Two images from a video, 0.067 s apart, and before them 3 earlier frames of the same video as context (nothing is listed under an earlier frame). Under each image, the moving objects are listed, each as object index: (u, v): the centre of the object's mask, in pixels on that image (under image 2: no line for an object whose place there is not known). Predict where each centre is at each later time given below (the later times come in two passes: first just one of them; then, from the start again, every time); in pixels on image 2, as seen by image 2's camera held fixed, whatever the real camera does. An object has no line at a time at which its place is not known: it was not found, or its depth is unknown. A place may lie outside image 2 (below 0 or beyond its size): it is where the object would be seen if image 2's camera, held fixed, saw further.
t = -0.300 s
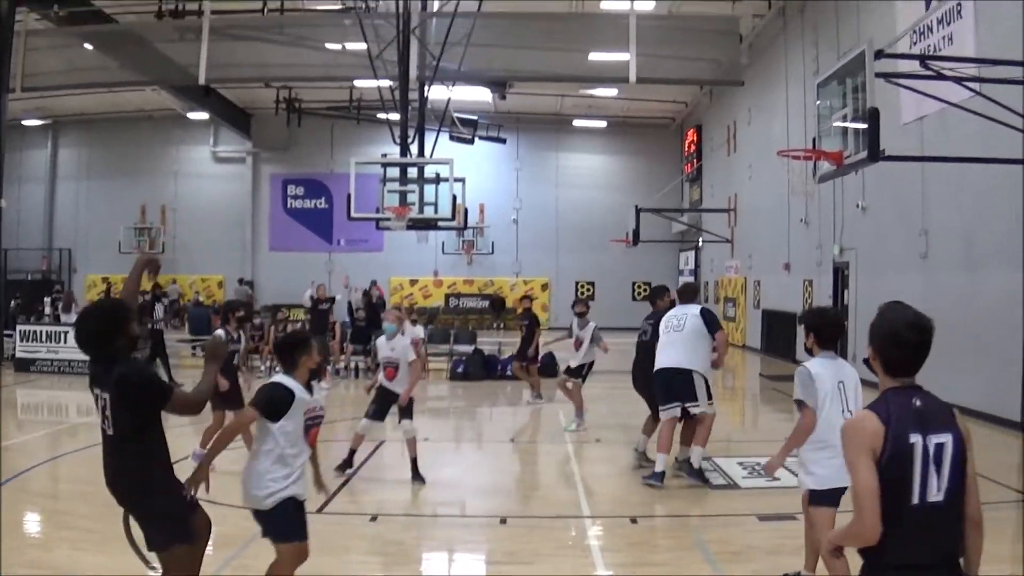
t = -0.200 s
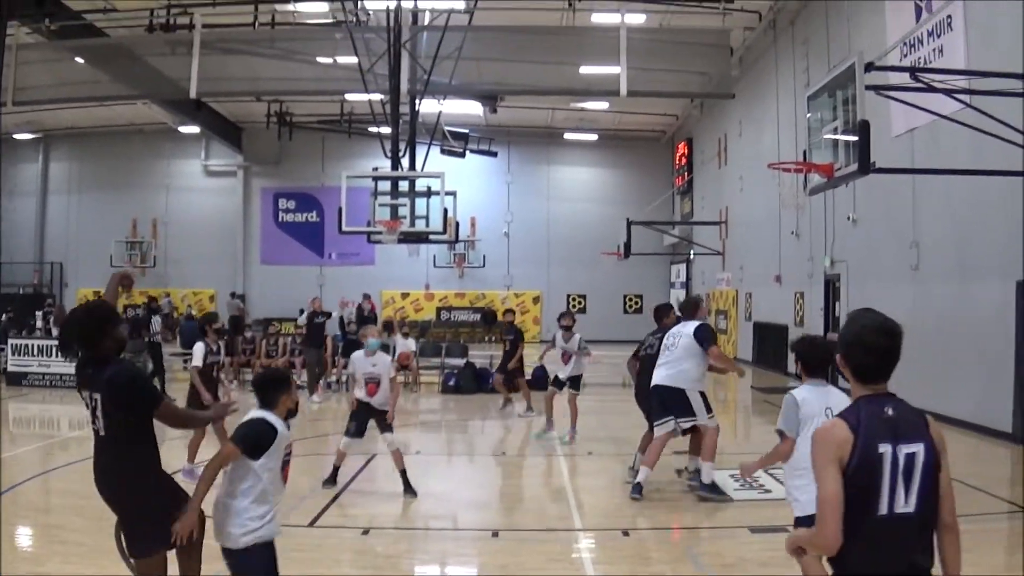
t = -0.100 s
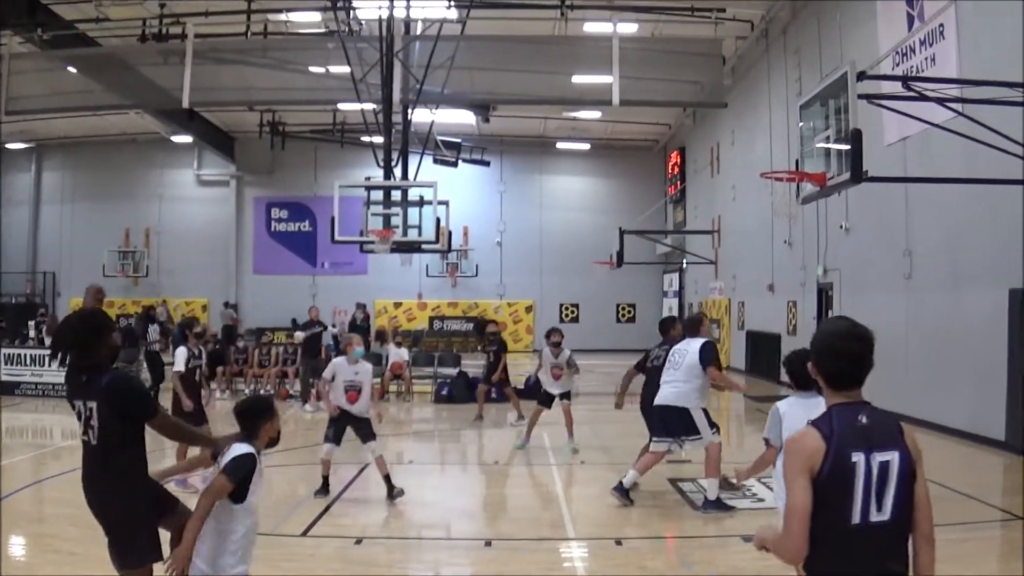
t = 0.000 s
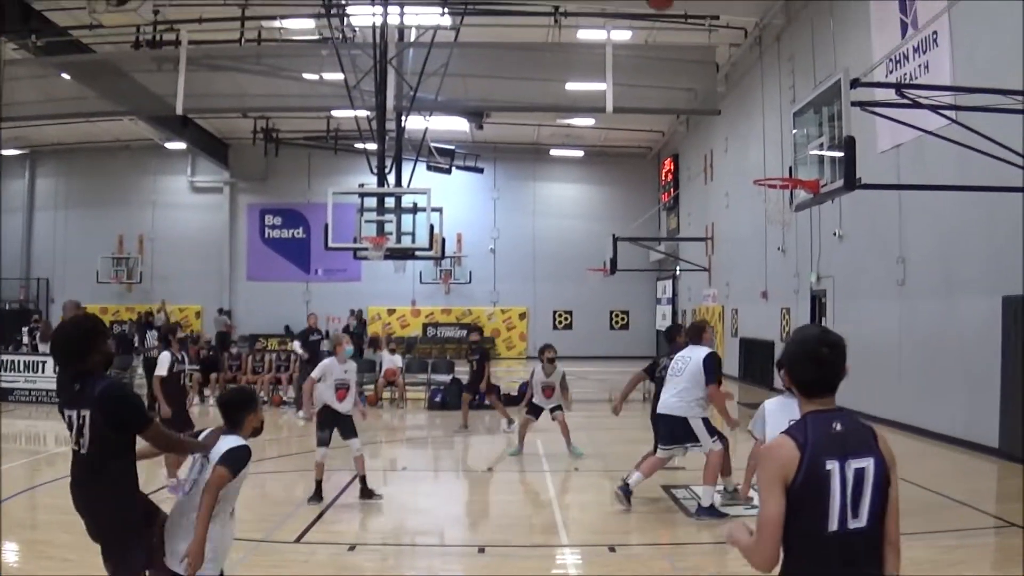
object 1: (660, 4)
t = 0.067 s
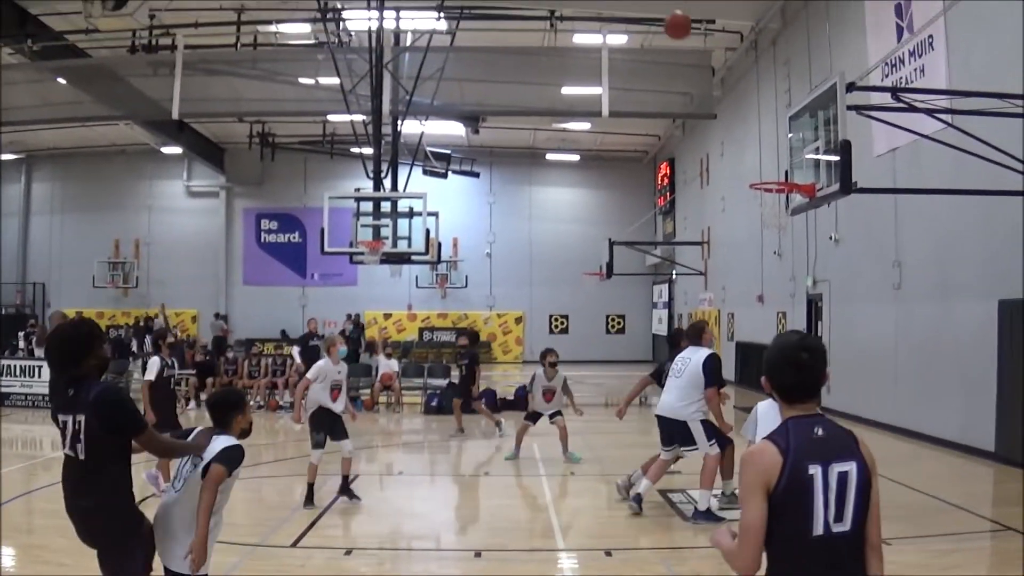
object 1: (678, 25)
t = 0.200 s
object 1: (719, 84)
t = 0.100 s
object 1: (688, 39)
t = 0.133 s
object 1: (699, 52)
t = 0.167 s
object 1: (710, 68)
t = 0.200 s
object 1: (719, 84)
